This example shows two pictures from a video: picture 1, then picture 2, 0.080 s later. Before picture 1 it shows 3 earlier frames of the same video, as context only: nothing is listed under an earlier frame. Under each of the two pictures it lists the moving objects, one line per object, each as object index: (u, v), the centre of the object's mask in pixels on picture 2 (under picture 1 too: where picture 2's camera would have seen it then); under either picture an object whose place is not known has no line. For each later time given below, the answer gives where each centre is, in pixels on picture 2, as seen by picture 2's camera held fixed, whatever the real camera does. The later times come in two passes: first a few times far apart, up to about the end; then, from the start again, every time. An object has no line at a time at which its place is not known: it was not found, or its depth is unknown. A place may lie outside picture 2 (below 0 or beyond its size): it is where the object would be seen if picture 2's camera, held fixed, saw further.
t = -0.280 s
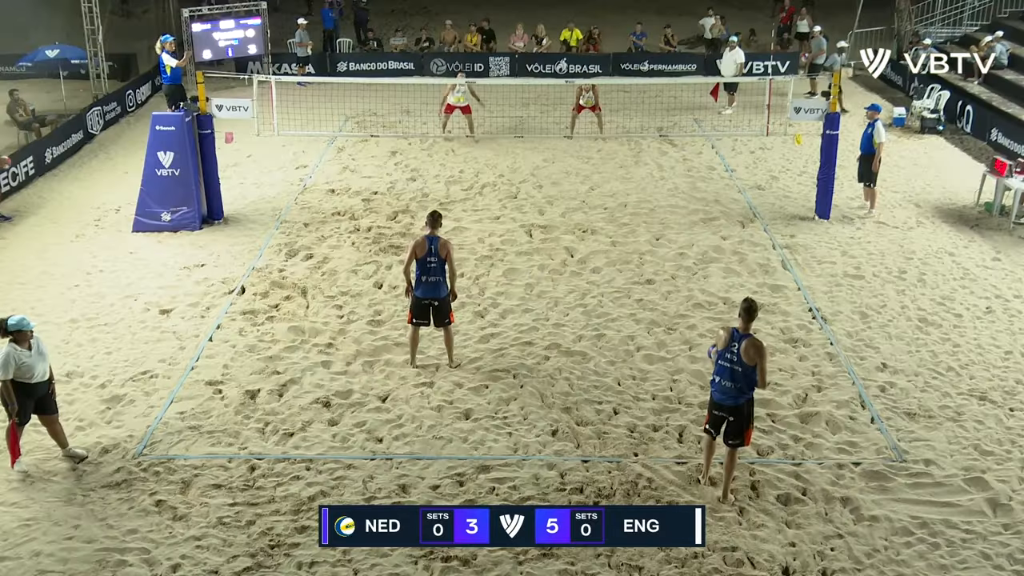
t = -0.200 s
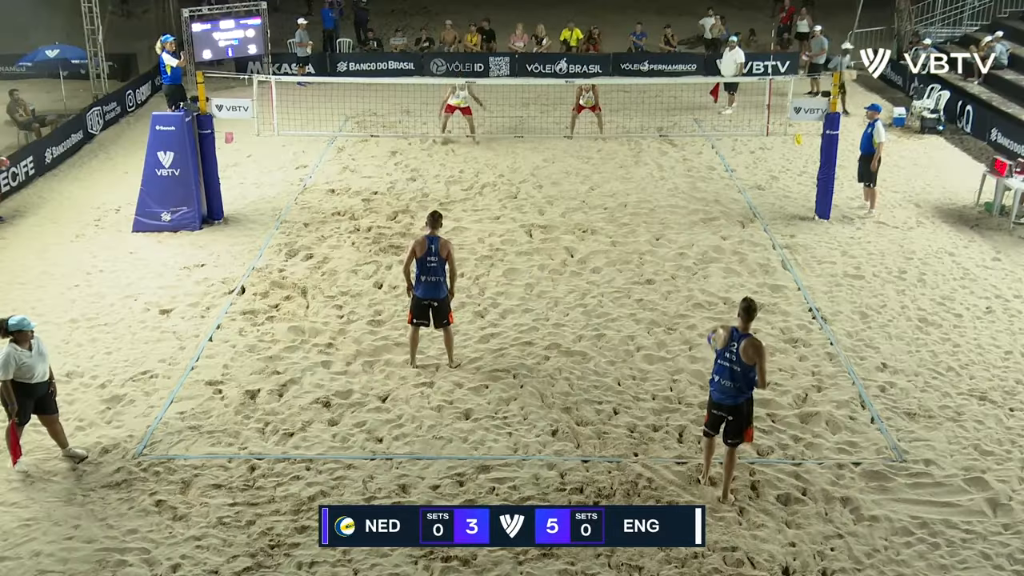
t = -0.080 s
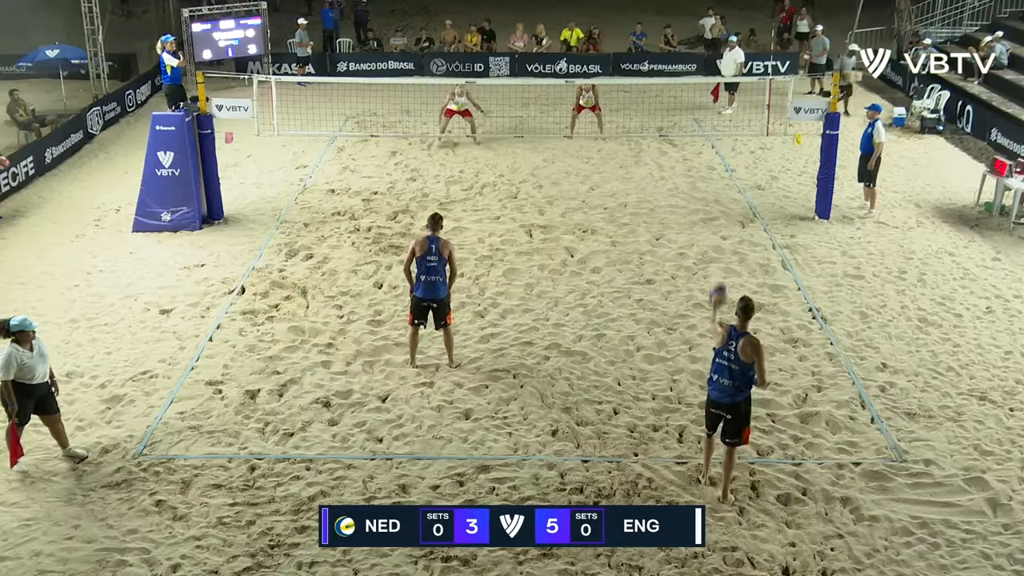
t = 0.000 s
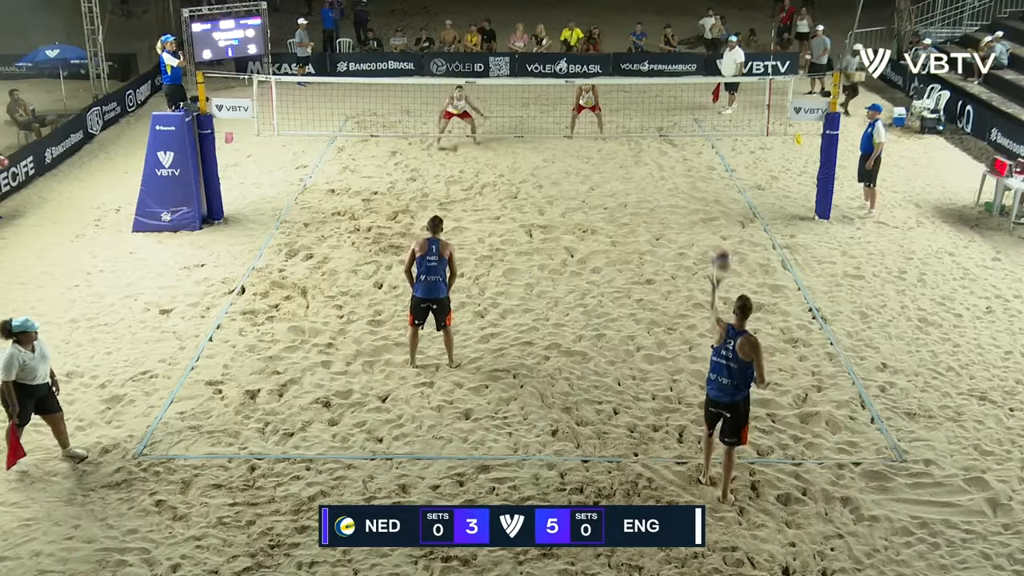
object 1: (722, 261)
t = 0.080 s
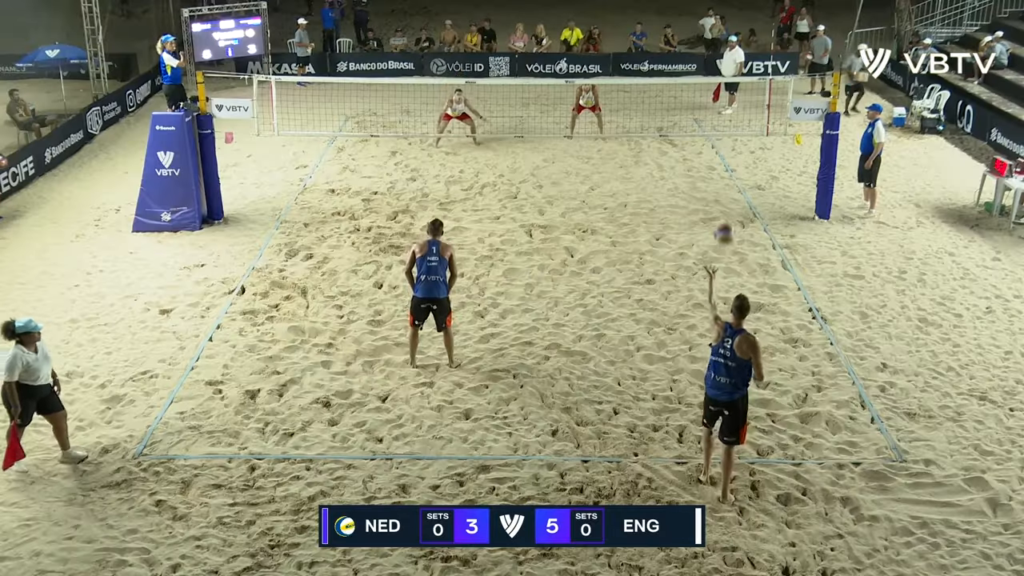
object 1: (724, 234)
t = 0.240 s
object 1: (728, 198)
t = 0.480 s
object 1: (731, 191)
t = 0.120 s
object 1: (726, 222)
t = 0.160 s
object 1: (726, 213)
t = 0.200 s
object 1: (727, 205)
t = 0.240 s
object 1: (728, 198)
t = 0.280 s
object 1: (729, 193)
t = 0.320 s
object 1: (730, 189)
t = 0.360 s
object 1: (730, 187)
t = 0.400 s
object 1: (731, 187)
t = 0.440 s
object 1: (731, 188)
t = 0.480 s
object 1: (731, 191)
